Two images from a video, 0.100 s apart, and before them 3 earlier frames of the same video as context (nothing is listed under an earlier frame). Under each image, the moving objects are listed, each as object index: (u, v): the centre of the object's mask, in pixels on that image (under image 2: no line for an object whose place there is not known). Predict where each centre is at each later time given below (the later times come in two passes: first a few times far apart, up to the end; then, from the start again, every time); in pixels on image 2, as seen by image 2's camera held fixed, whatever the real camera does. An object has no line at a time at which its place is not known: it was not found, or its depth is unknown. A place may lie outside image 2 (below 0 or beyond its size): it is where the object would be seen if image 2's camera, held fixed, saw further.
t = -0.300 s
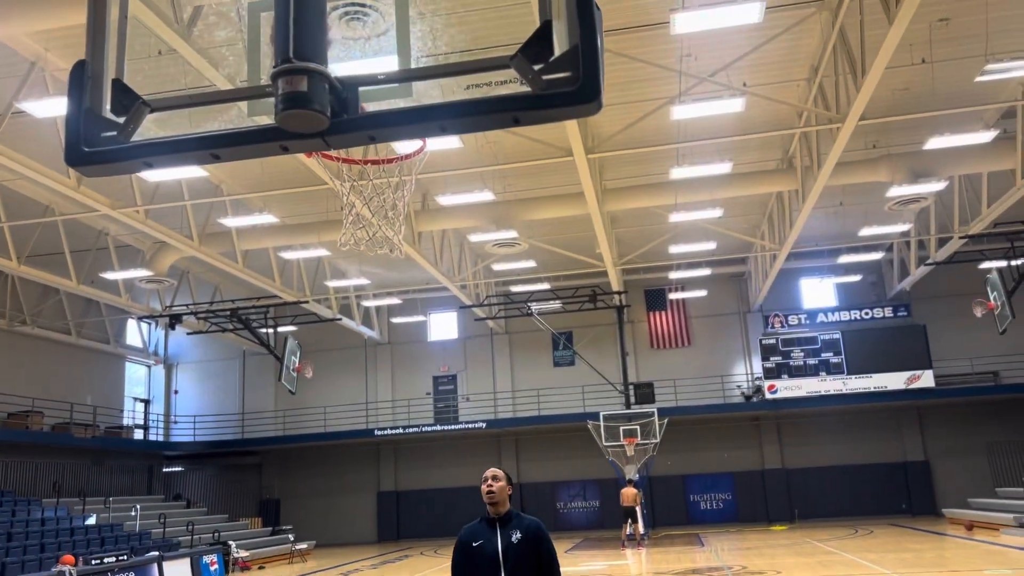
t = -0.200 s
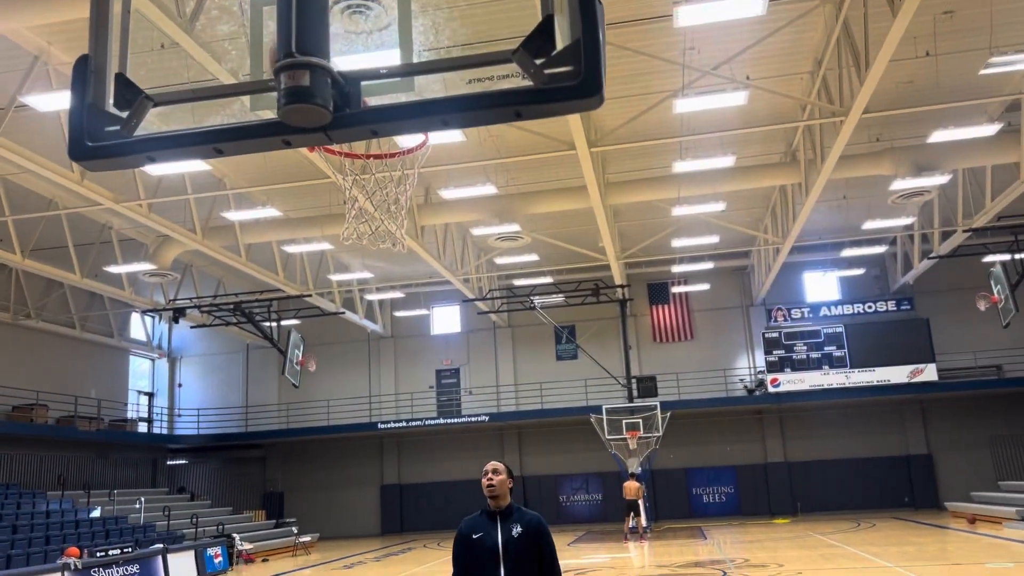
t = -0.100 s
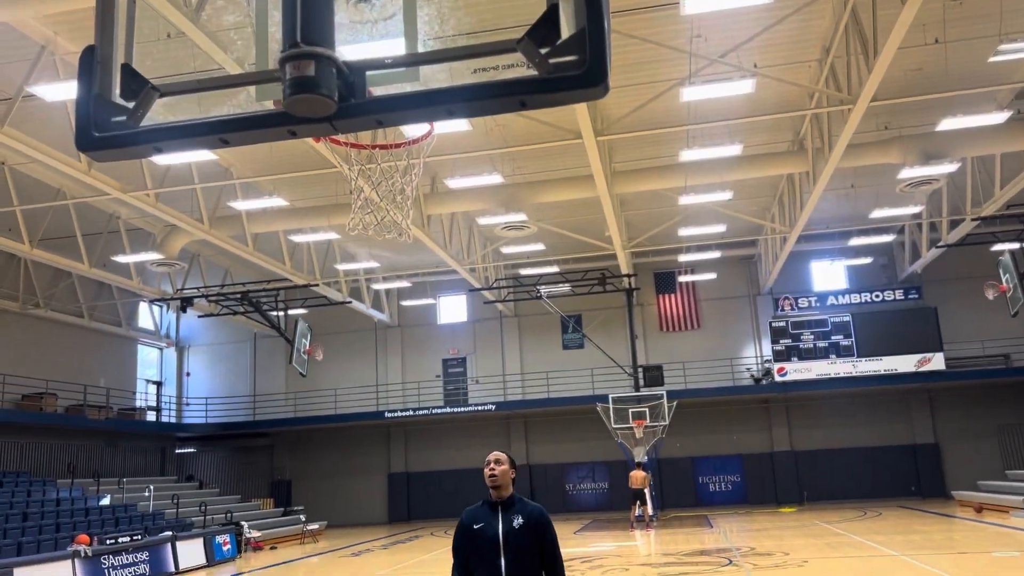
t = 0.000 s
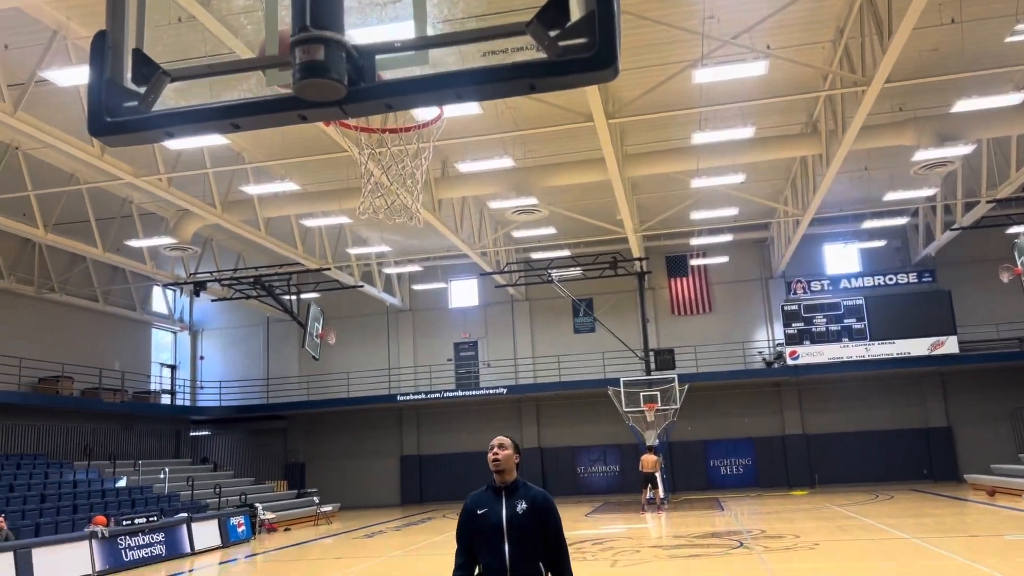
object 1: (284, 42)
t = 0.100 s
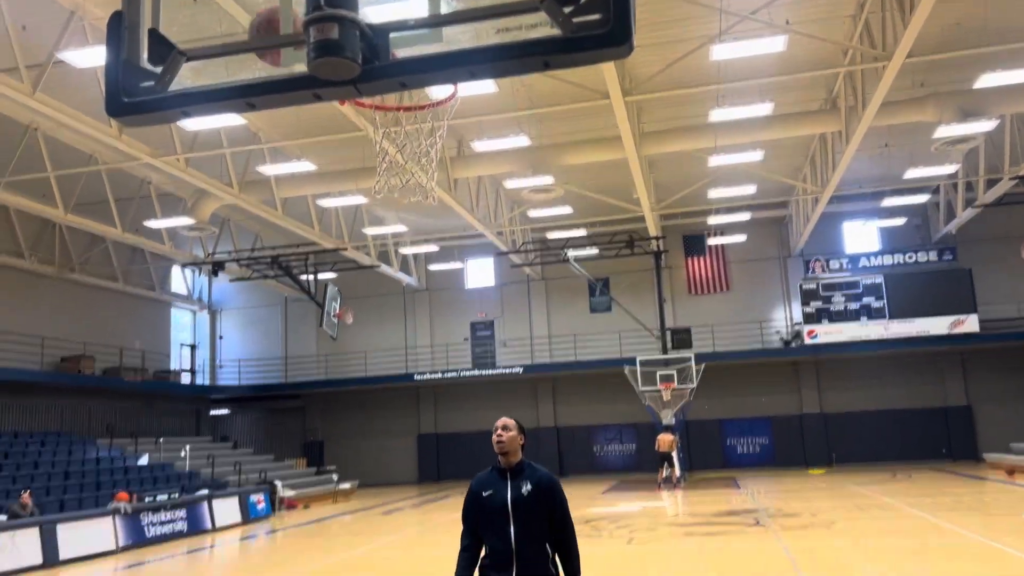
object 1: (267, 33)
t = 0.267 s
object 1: (235, 70)
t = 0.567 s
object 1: (163, 351)
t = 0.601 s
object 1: (156, 394)
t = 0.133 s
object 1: (263, 39)
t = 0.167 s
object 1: (260, 50)
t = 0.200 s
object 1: (253, 57)
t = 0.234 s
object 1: (248, 66)
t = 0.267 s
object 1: (235, 70)
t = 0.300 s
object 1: (236, 121)
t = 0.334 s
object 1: (225, 132)
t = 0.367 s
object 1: (215, 146)
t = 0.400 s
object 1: (206, 171)
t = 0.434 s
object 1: (198, 201)
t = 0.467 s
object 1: (190, 233)
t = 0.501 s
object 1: (182, 267)
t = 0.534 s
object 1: (173, 305)
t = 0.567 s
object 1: (163, 351)
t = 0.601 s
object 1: (156, 394)
